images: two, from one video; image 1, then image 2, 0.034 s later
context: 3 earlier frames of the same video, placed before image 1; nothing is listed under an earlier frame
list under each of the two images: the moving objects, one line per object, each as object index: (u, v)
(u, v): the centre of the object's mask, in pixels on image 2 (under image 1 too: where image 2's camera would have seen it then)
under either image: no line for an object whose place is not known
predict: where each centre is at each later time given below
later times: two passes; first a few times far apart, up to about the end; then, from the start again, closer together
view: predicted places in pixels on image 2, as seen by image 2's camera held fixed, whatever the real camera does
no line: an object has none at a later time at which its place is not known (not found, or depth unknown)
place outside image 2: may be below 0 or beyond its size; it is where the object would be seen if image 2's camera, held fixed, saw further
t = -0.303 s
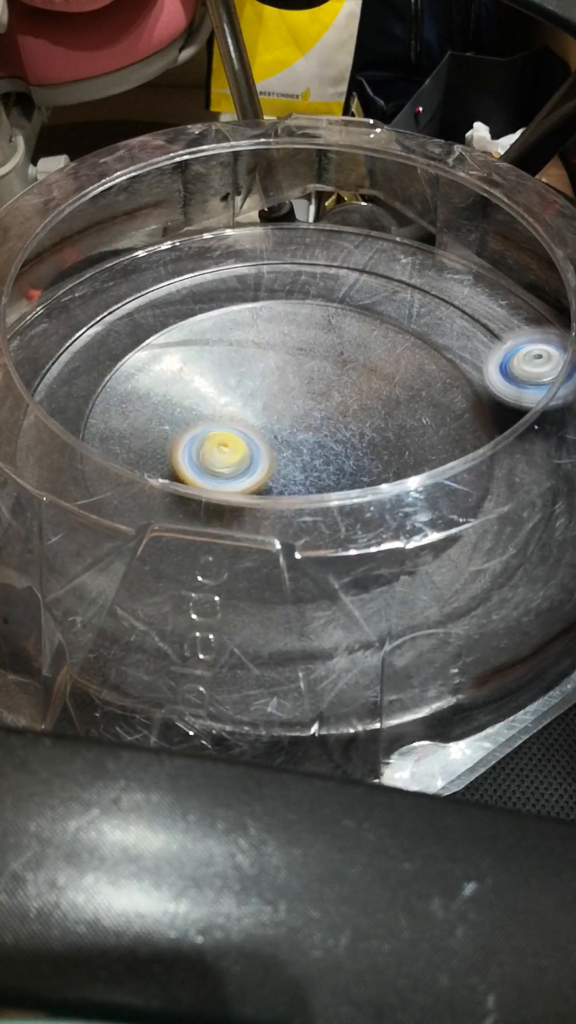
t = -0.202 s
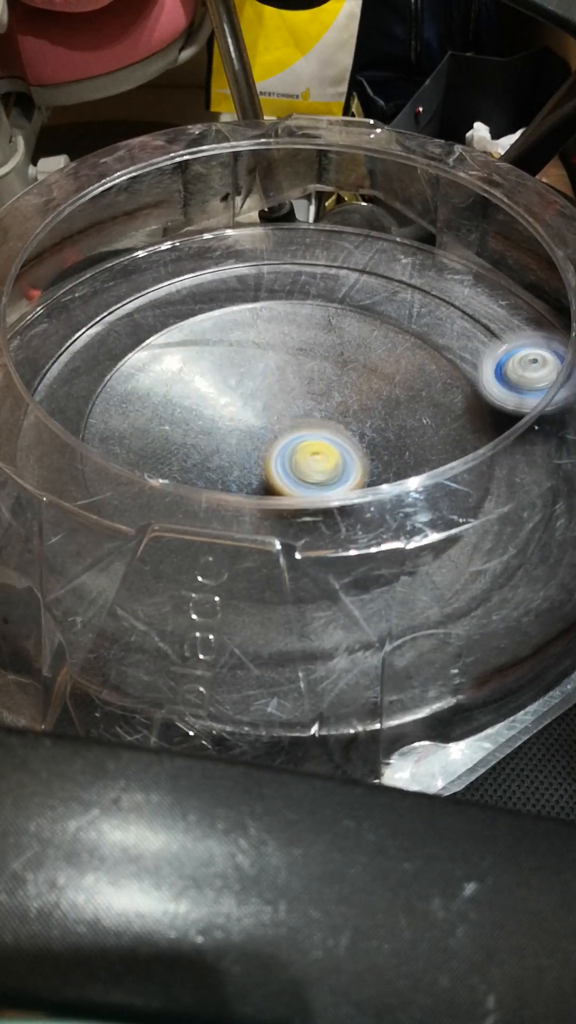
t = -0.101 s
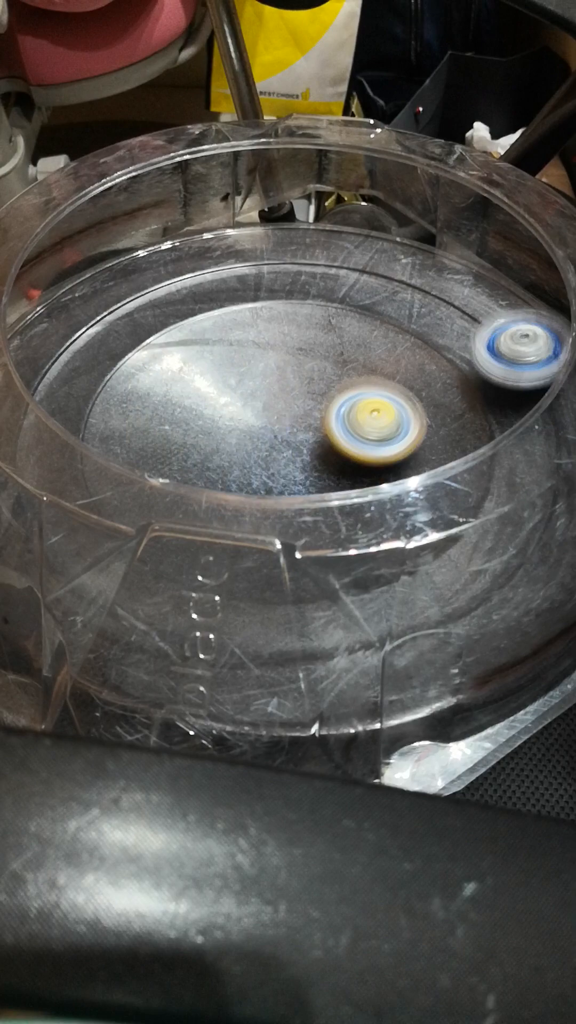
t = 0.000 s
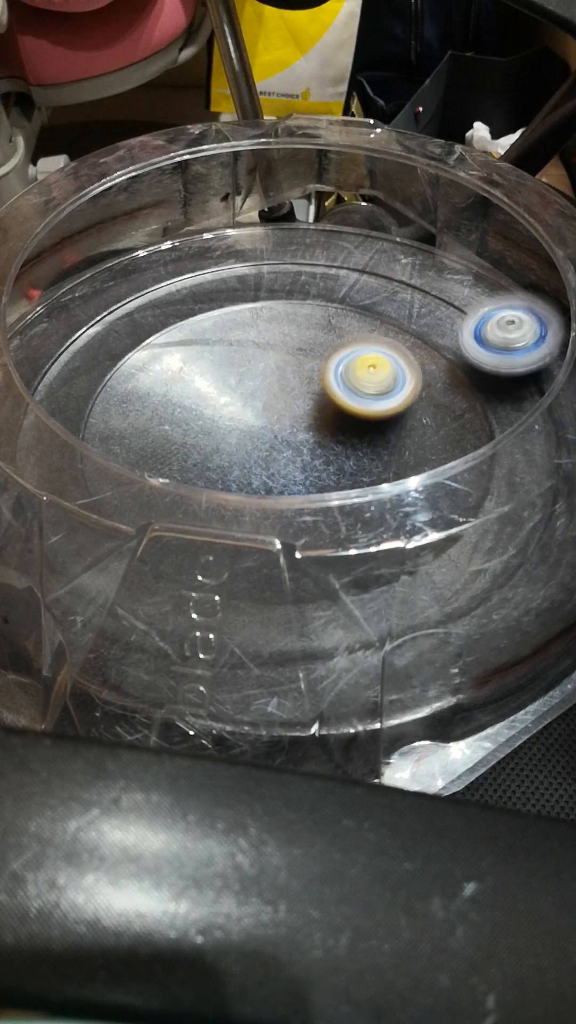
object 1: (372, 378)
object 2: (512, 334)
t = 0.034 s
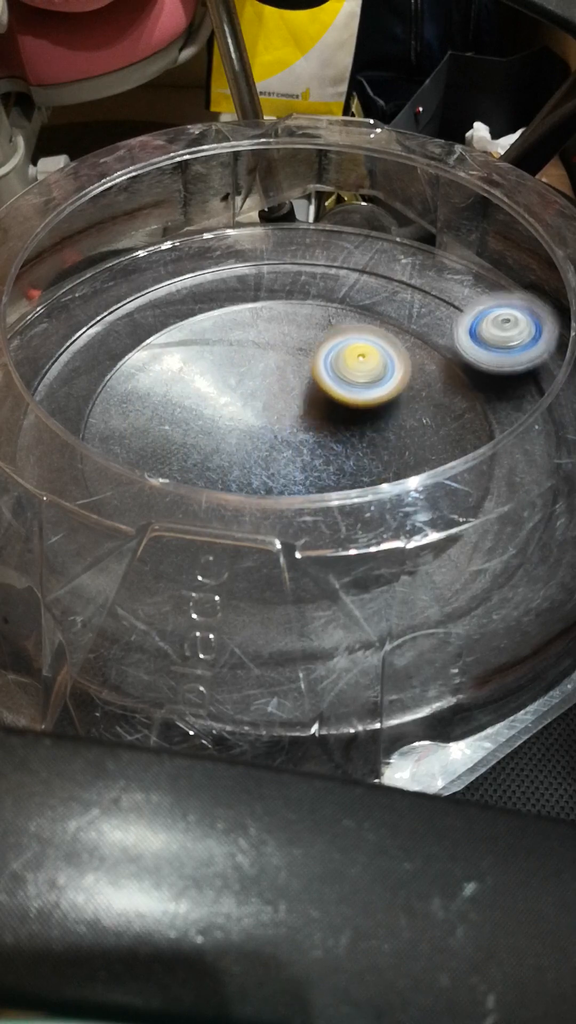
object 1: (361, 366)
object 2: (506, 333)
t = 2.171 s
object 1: (197, 416)
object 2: (55, 356)
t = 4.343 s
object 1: (353, 374)
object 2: (404, 603)
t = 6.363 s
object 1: (304, 494)
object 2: (297, 246)
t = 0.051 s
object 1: (355, 362)
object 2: (503, 331)
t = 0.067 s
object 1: (347, 358)
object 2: (500, 328)
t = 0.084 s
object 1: (340, 356)
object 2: (497, 324)
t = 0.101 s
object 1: (332, 353)
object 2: (494, 319)
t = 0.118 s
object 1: (323, 350)
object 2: (490, 313)
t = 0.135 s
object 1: (316, 349)
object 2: (486, 308)
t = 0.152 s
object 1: (306, 349)
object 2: (483, 302)
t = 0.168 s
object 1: (299, 347)
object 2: (479, 299)
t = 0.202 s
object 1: (282, 345)
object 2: (472, 295)
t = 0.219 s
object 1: (273, 345)
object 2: (470, 295)
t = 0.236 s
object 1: (265, 347)
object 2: (468, 296)
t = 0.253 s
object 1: (255, 349)
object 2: (466, 296)
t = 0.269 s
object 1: (247, 353)
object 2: (464, 296)
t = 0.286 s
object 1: (239, 357)
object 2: (461, 294)
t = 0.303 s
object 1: (231, 362)
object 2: (458, 293)
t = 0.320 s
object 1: (224, 368)
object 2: (454, 290)
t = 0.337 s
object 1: (218, 376)
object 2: (451, 287)
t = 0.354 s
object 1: (213, 384)
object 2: (447, 283)
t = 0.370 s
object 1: (209, 392)
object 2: (442, 279)
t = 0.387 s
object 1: (207, 403)
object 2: (439, 276)
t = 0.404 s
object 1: (206, 414)
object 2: (436, 275)
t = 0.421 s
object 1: (207, 424)
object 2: (433, 274)
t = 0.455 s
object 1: (216, 444)
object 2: (430, 276)
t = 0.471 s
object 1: (224, 452)
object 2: (429, 276)
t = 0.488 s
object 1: (234, 458)
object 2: (427, 276)
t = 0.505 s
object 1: (244, 462)
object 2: (425, 275)
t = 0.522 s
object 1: (257, 465)
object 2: (422, 274)
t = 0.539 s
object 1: (270, 469)
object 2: (417, 272)
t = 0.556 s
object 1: (283, 479)
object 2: (413, 269)
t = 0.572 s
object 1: (297, 480)
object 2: (407, 266)
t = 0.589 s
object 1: (312, 479)
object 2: (402, 264)
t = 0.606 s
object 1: (324, 467)
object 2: (397, 261)
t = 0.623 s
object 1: (336, 465)
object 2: (394, 259)
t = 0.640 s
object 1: (348, 461)
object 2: (391, 259)
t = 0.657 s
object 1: (358, 457)
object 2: (389, 259)
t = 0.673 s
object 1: (367, 452)
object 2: (387, 260)
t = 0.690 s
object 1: (376, 447)
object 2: (385, 260)
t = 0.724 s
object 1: (387, 433)
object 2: (376, 257)
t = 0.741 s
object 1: (391, 425)
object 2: (371, 256)
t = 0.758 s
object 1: (393, 416)
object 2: (366, 254)
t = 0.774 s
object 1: (395, 408)
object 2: (359, 248)
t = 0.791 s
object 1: (396, 399)
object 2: (356, 247)
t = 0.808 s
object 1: (395, 391)
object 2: (353, 246)
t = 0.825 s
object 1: (394, 382)
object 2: (351, 246)
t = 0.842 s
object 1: (392, 374)
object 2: (348, 250)
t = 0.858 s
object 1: (390, 367)
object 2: (346, 250)
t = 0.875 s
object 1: (386, 359)
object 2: (342, 249)
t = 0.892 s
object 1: (382, 353)
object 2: (338, 249)
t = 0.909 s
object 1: (377, 347)
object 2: (333, 249)
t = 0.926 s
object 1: (371, 341)
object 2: (328, 248)
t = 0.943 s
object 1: (365, 336)
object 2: (323, 247)
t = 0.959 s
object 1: (357, 331)
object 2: (320, 247)
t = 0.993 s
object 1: (340, 325)
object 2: (315, 247)
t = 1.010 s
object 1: (331, 322)
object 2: (312, 247)
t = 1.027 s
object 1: (322, 321)
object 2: (308, 247)
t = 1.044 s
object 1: (312, 321)
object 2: (304, 247)
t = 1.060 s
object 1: (301, 322)
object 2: (298, 247)
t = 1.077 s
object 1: (291, 324)
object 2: (293, 247)
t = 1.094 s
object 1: (280, 327)
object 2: (287, 246)
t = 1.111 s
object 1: (268, 331)
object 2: (283, 246)
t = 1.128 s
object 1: (258, 337)
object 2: (280, 247)
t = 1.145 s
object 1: (249, 345)
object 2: (278, 247)
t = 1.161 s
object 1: (239, 357)
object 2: (274, 248)
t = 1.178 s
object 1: (230, 365)
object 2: (269, 248)
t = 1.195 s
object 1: (223, 376)
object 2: (264, 248)
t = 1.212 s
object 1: (217, 386)
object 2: (258, 249)
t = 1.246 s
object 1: (207, 413)
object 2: (246, 251)
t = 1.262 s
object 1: (206, 425)
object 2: (240, 251)
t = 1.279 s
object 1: (206, 437)
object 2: (234, 251)
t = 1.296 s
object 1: (209, 449)
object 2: (228, 252)
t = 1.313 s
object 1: (216, 458)
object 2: (223, 252)
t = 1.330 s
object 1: (226, 463)
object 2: (218, 252)
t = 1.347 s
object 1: (233, 478)
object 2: (214, 253)
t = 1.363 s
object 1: (245, 487)
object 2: (209, 256)
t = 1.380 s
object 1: (257, 492)
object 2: (206, 256)
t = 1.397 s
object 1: (271, 496)
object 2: (206, 256)
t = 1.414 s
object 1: (287, 497)
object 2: (202, 259)
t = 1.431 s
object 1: (302, 507)
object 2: (199, 260)
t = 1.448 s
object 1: (316, 504)
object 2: (196, 262)
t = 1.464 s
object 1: (330, 505)
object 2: (193, 262)
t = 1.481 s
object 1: (345, 504)
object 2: (188, 265)
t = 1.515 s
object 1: (370, 487)
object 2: (180, 266)
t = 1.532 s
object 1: (383, 484)
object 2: (175, 267)
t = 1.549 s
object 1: (393, 476)
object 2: (171, 269)
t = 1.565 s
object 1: (403, 471)
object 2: (165, 271)
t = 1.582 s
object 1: (413, 462)
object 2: (161, 273)
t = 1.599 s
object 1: (415, 446)
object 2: (156, 277)
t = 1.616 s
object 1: (428, 447)
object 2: (152, 278)
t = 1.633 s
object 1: (430, 435)
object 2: (147, 281)
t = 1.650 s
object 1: (438, 429)
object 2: (141, 282)
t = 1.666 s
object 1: (443, 422)
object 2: (136, 284)
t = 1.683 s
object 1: (447, 415)
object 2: (131, 286)
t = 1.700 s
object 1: (448, 408)
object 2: (126, 287)
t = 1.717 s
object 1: (449, 399)
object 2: (122, 289)
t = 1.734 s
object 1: (449, 391)
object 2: (117, 291)
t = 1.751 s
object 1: (447, 383)
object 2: (113, 293)
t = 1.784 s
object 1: (442, 368)
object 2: (108, 295)
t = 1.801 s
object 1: (438, 360)
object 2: (108, 298)
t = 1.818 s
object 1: (433, 354)
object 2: (107, 298)
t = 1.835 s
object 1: (425, 347)
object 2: (106, 301)
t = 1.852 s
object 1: (418, 341)
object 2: (104, 303)
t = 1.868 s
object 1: (409, 336)
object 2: (100, 305)
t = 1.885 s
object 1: (399, 332)
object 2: (97, 307)
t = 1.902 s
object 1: (388, 329)
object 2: (93, 311)
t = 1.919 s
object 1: (378, 326)
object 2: (90, 314)
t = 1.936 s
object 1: (365, 325)
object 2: (85, 318)
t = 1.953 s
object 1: (353, 324)
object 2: (79, 322)
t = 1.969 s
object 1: (340, 325)
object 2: (73, 326)
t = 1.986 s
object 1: (327, 326)
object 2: (69, 330)
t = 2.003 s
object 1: (312, 328)
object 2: (62, 334)
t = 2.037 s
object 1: (284, 336)
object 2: (56, 338)
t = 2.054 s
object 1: (269, 341)
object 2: (57, 341)
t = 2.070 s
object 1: (255, 352)
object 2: (58, 343)
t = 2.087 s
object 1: (243, 359)
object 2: (59, 345)
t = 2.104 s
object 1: (230, 369)
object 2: (58, 345)
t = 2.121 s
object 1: (220, 379)
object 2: (58, 347)
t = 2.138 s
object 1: (210, 392)
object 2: (57, 350)
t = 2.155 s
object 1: (202, 404)
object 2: (56, 354)
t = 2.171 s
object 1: (197, 416)
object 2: (55, 356)
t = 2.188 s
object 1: (193, 430)
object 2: (49, 361)
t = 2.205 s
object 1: (191, 443)
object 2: (46, 366)
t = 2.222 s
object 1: (193, 452)
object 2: (44, 370)
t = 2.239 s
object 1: (198, 459)
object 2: (42, 372)
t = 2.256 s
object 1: (201, 472)
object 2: (42, 375)
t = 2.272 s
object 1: (209, 482)
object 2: (42, 378)
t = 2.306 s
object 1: (228, 506)
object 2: (42, 379)
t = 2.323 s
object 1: (241, 507)
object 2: (43, 381)
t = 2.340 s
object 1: (254, 513)
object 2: (42, 384)
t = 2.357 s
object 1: (268, 517)
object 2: (41, 387)
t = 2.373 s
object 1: (284, 520)
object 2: (41, 391)
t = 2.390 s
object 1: (298, 521)
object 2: (39, 396)
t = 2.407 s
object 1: (314, 522)
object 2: (38, 402)
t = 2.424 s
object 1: (329, 525)
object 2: (37, 405)
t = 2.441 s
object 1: (342, 524)
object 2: (37, 409)
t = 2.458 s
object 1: (358, 516)
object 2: (35, 411)
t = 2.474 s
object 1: (375, 512)
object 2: (36, 413)
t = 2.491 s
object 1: (388, 508)
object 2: (36, 414)
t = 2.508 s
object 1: (400, 502)
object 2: (36, 415)
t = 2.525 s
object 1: (413, 496)
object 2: (37, 419)
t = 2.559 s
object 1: (434, 483)
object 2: (38, 423)
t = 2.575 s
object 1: (446, 477)
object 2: (38, 426)
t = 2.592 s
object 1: (451, 463)
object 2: (37, 430)
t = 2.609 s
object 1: (457, 456)
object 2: (38, 433)
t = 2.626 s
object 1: (462, 445)
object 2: (38, 436)
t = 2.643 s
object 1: (463, 435)
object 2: (37, 440)
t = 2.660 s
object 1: (461, 422)
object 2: (37, 441)
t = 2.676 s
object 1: (464, 415)
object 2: (38, 443)
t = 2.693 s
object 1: (465, 410)
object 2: (39, 447)
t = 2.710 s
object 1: (465, 401)
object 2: (40, 449)
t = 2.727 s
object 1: (462, 392)
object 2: (41, 450)
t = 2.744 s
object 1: (455, 383)
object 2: (41, 455)
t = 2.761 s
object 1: (448, 374)
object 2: (41, 457)
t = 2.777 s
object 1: (438, 367)
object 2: (42, 458)
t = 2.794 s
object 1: (429, 360)
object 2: (42, 462)
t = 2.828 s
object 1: (405, 350)
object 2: (44, 466)
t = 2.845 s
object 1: (392, 346)
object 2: (45, 469)
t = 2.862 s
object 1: (378, 343)
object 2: (46, 470)
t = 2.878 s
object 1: (363, 341)
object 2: (48, 470)
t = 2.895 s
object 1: (347, 340)
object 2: (51, 473)
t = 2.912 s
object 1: (331, 339)
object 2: (52, 474)
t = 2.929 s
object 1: (314, 342)
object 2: (54, 476)
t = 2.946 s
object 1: (297, 343)
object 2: (56, 480)
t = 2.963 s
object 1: (281, 346)
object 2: (57, 480)
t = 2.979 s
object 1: (265, 351)
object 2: (62, 480)
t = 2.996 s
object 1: (249, 357)
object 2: (66, 482)
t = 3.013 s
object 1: (234, 365)
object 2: (70, 484)
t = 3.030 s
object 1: (220, 373)
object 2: (74, 485)
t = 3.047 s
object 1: (206, 382)
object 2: (78, 487)
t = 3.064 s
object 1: (194, 393)
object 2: (81, 486)
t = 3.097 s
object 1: (175, 416)
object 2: (96, 488)
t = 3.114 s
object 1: (170, 425)
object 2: (100, 488)
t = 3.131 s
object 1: (169, 433)
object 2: (105, 491)
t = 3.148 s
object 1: (173, 437)
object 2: (103, 495)
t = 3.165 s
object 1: (178, 441)
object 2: (98, 502)
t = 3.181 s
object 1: (186, 444)
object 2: (96, 511)
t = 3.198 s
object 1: (195, 447)
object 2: (92, 521)
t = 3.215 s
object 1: (204, 448)
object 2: (88, 527)
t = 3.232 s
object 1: (212, 450)
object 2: (85, 536)
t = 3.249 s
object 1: (221, 450)
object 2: (77, 545)
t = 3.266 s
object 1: (228, 454)
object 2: (76, 550)
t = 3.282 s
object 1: (236, 455)
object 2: (75, 554)
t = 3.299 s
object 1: (243, 458)
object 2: (76, 553)
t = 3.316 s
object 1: (250, 459)
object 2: (82, 557)
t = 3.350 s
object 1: (264, 460)
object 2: (87, 555)
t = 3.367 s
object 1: (269, 462)
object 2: (89, 554)
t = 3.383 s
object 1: (277, 462)
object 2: (90, 555)
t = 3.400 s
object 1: (287, 464)
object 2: (93, 555)
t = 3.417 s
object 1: (295, 463)
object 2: (92, 557)
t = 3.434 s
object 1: (304, 462)
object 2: (93, 559)
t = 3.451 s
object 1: (313, 459)
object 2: (95, 563)
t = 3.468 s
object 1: (320, 457)
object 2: (94, 564)
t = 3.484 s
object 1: (328, 453)
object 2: (95, 566)
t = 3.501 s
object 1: (336, 449)
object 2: (92, 566)
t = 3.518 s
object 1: (342, 444)
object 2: (93, 563)
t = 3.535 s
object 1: (347, 438)
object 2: (92, 561)
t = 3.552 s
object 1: (349, 431)
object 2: (90, 559)
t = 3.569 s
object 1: (350, 424)
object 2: (89, 556)
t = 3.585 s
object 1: (348, 418)
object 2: (83, 551)
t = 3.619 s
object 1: (345, 406)
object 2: (81, 544)
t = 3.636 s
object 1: (340, 400)
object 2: (82, 542)
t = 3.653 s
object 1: (333, 395)
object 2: (84, 542)
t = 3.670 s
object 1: (326, 391)
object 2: (85, 541)
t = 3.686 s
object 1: (319, 389)
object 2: (92, 542)
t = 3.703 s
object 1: (310, 386)
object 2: (97, 545)
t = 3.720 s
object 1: (300, 384)
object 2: (106, 547)
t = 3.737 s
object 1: (291, 383)
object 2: (113, 551)
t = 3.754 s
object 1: (281, 385)
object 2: (120, 552)
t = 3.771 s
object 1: (271, 385)
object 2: (131, 557)
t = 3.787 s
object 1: (262, 389)
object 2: (137, 561)
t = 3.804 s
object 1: (254, 393)
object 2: (149, 565)
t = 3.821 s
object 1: (246, 401)
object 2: (155, 571)
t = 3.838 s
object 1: (238, 408)
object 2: (164, 574)
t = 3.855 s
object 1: (232, 415)
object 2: (171, 578)
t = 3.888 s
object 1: (225, 429)
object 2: (189, 585)
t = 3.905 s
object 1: (223, 439)
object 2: (197, 586)
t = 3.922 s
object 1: (224, 447)
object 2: (210, 590)
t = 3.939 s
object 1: (228, 453)
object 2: (219, 591)
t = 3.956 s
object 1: (233, 460)
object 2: (229, 595)
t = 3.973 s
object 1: (240, 462)
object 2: (235, 599)
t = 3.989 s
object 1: (249, 466)
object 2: (248, 601)
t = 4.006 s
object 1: (259, 469)
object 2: (256, 606)
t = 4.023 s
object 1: (270, 472)
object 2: (267, 608)
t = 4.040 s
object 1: (280, 480)
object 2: (276, 613)
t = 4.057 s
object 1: (295, 481)
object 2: (283, 615)
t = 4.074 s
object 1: (307, 481)
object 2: (294, 619)
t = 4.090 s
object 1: (318, 470)
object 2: (305, 620)
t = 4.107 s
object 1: (330, 467)
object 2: (315, 623)
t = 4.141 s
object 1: (352, 460)
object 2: (327, 621)
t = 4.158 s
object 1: (362, 456)
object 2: (330, 621)
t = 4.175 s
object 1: (370, 450)
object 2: (333, 618)
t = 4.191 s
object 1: (375, 443)
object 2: (332, 617)
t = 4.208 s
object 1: (380, 435)
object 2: (336, 615)
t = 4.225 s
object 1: (384, 427)
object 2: (338, 612)
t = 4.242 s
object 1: (384, 418)
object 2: (346, 612)
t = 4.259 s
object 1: (382, 409)
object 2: (351, 610)
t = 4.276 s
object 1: (380, 400)
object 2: (362, 609)
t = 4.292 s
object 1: (375, 393)
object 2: (370, 609)
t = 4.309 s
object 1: (369, 386)
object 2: (384, 609)
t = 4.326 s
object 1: (362, 380)
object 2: (392, 606)
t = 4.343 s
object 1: (353, 374)
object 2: (404, 603)
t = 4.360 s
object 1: (343, 370)
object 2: (410, 601)
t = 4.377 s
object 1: (332, 366)
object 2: (416, 600)
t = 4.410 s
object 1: (309, 362)
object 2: (420, 595)
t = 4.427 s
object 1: (297, 362)
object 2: (423, 592)
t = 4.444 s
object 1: (284, 364)
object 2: (427, 592)
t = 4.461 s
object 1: (271, 366)
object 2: (431, 588)
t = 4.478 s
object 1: (260, 372)
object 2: (444, 582)
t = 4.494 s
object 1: (248, 378)
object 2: (451, 580)
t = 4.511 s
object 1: (238, 384)
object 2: (460, 576)
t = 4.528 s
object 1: (226, 391)
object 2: (465, 572)
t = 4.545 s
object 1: (217, 399)
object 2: (474, 567)
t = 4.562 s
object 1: (210, 407)
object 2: (476, 565)
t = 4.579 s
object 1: (206, 416)
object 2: (481, 562)
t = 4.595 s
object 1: (201, 427)
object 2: (482, 558)
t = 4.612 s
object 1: (199, 436)
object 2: (491, 553)
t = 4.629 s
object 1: (200, 446)
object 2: (495, 548)
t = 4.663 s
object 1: (209, 459)
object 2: (504, 538)
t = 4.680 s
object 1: (217, 464)
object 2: (509, 535)
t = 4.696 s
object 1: (222, 476)
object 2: (510, 531)
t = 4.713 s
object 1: (234, 486)
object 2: (516, 527)
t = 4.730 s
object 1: (245, 490)
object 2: (518, 520)
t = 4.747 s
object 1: (256, 494)
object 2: (523, 517)
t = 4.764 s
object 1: (271, 497)
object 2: (525, 511)
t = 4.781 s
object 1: (286, 498)
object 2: (525, 509)
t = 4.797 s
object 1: (301, 499)
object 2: (526, 504)
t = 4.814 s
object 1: (315, 497)
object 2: (526, 501)
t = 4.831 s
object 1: (331, 493)
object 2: (529, 496)
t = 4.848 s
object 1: (344, 491)
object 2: (528, 491)
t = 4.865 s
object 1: (357, 484)
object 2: (533, 486)
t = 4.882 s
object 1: (367, 476)
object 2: (533, 481)
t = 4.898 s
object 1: (376, 461)
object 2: (535, 478)
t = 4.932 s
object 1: (391, 450)
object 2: (536, 472)
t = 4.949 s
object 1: (398, 443)
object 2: (538, 466)
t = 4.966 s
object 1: (401, 436)
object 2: (538, 465)
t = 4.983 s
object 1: (401, 426)
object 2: (540, 459)
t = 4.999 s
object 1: (401, 417)
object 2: (540, 458)
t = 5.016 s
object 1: (397, 408)
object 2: (542, 456)
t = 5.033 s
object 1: (393, 399)
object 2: (543, 452)
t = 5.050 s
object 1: (387, 391)
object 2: (545, 449)
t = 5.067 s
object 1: (378, 383)
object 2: (539, 437)
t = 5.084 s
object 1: (370, 377)
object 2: (539, 436)
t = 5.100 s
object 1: (361, 371)
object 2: (541, 430)
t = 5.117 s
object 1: (349, 366)
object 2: (539, 425)
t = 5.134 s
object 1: (338, 363)
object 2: (540, 421)
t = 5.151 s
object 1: (326, 361)
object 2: (538, 415)
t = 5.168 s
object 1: (313, 359)
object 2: (541, 412)
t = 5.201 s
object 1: (286, 360)
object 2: (535, 402)
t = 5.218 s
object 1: (273, 362)
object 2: (535, 395)
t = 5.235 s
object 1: (261, 368)
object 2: (534, 390)
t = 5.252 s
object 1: (249, 372)
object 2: (534, 388)
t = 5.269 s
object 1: (237, 378)
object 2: (530, 382)
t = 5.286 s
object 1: (227, 381)
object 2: (531, 381)
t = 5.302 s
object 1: (216, 392)
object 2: (532, 376)
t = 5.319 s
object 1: (208, 400)
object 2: (523, 371)
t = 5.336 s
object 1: (201, 409)
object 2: (524, 367)
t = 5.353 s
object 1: (196, 419)
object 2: (523, 364)
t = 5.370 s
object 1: (192, 430)
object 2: (522, 363)
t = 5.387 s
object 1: (190, 439)
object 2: (523, 356)
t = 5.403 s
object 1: (192, 447)
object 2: (521, 353)
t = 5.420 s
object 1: (196, 455)
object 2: (522, 351)
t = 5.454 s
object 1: (209, 465)
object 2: (520, 347)
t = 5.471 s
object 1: (218, 480)
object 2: (518, 343)
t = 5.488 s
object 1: (229, 488)
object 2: (514, 339)
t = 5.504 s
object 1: (240, 491)
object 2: (515, 334)
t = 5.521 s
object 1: (253, 496)
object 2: (510, 329)
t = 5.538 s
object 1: (268, 496)
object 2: (505, 328)
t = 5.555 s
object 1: (282, 497)
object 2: (504, 325)
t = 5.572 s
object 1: (298, 502)
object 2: (500, 322)
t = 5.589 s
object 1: (311, 496)
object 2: (497, 319)
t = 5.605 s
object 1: (324, 494)
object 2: (493, 313)
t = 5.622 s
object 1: (339, 492)
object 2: (488, 311)
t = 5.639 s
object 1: (353, 485)
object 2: (487, 308)
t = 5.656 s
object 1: (363, 478)
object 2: (482, 306)
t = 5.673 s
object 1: (371, 462)
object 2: (480, 306)
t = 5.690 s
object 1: (379, 457)
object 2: (478, 304)
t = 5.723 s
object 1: (394, 445)
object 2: (469, 297)
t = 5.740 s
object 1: (397, 437)
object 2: (465, 293)
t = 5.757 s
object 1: (399, 428)
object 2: (459, 290)
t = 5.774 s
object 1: (398, 418)
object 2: (457, 288)
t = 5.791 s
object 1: (396, 409)
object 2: (453, 286)
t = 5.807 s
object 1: (390, 399)
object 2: (448, 286)
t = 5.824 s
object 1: (384, 391)
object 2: (447, 283)
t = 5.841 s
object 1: (377, 384)
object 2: (443, 281)
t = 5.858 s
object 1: (369, 377)
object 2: (436, 279)
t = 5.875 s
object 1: (358, 372)
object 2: (434, 275)
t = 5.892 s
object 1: (346, 367)
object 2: (428, 273)
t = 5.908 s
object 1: (334, 364)
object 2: (422, 272)
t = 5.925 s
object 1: (321, 362)
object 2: (421, 270)
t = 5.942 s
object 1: (308, 360)
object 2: (417, 268)
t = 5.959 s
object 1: (296, 360)
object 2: (412, 268)
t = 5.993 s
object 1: (268, 363)
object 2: (404, 264)
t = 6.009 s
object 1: (256, 365)
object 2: (399, 264)
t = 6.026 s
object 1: (245, 369)
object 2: (398, 261)
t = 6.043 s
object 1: (232, 376)
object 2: (392, 260)
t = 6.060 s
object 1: (223, 380)
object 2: (387, 260)
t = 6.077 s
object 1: (214, 386)
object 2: (385, 257)
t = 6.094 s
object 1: (206, 397)
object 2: (378, 255)
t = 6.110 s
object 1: (199, 405)
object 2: (371, 256)
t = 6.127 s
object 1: (195, 414)
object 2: (369, 253)
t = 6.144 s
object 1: (190, 425)
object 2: (362, 252)
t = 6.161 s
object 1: (189, 433)
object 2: (354, 250)
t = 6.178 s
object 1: (190, 441)
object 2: (353, 247)
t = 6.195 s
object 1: (194, 449)
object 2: (349, 247)
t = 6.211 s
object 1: (200, 456)
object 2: (343, 249)
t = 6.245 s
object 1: (216, 466)
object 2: (336, 248)
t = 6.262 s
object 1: (224, 480)
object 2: (329, 248)
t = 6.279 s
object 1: (236, 486)
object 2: (325, 248)
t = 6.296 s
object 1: (249, 489)
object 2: (321, 247)
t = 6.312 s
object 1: (261, 493)
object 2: (312, 247)
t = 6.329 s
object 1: (275, 494)
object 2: (309, 247)
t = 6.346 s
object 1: (290, 495)
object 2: (305, 247)
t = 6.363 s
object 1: (304, 494)
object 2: (297, 246)
